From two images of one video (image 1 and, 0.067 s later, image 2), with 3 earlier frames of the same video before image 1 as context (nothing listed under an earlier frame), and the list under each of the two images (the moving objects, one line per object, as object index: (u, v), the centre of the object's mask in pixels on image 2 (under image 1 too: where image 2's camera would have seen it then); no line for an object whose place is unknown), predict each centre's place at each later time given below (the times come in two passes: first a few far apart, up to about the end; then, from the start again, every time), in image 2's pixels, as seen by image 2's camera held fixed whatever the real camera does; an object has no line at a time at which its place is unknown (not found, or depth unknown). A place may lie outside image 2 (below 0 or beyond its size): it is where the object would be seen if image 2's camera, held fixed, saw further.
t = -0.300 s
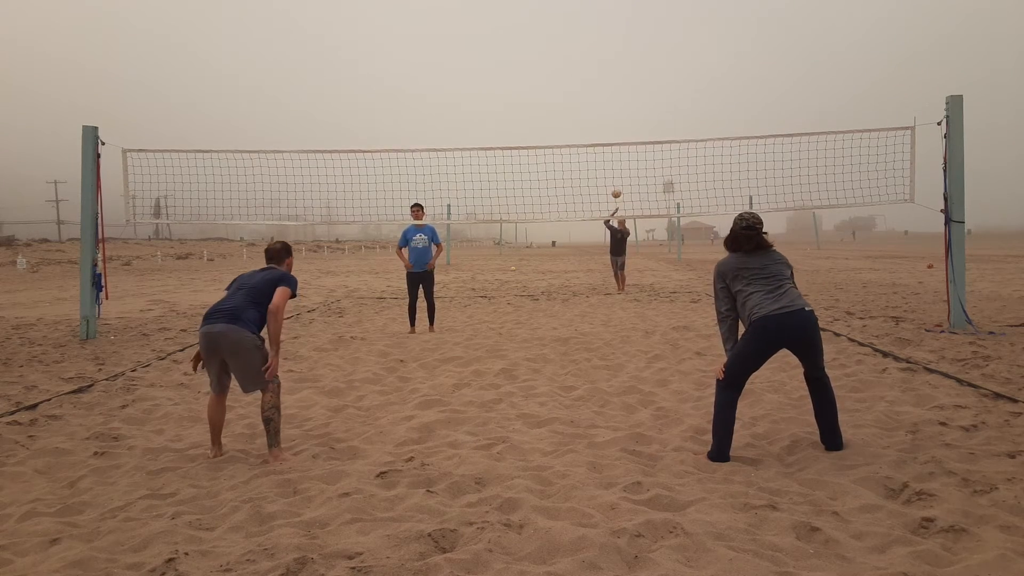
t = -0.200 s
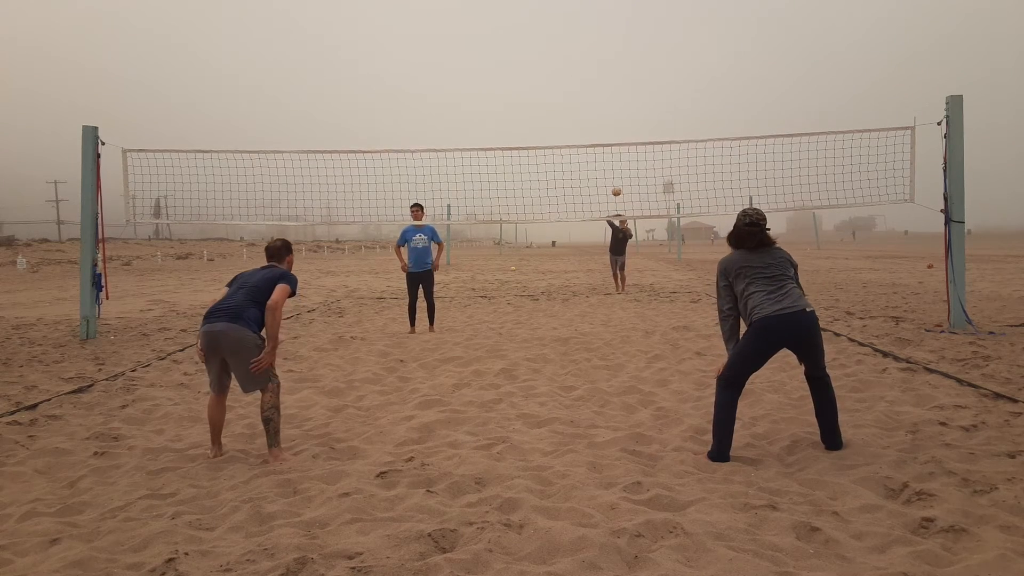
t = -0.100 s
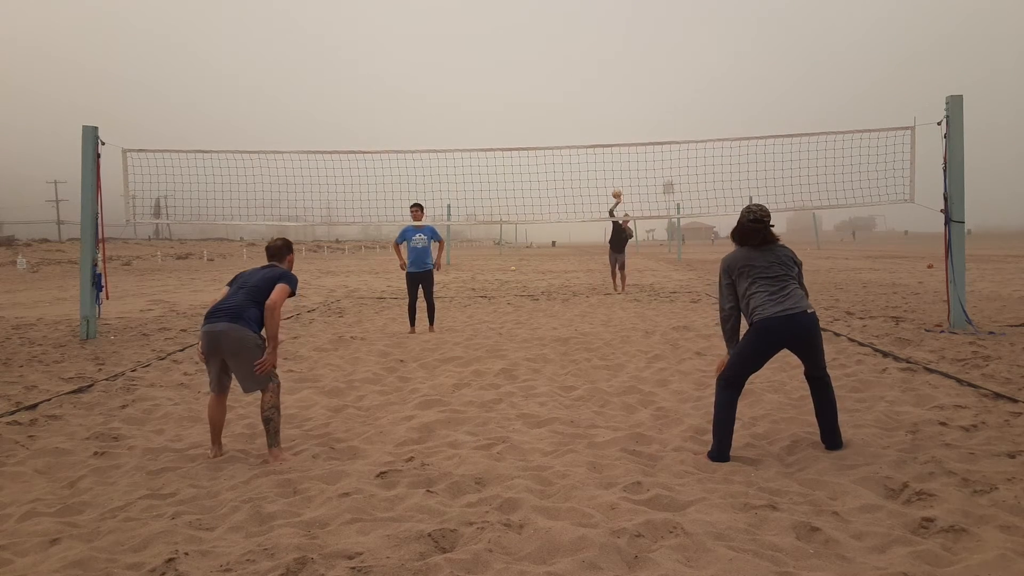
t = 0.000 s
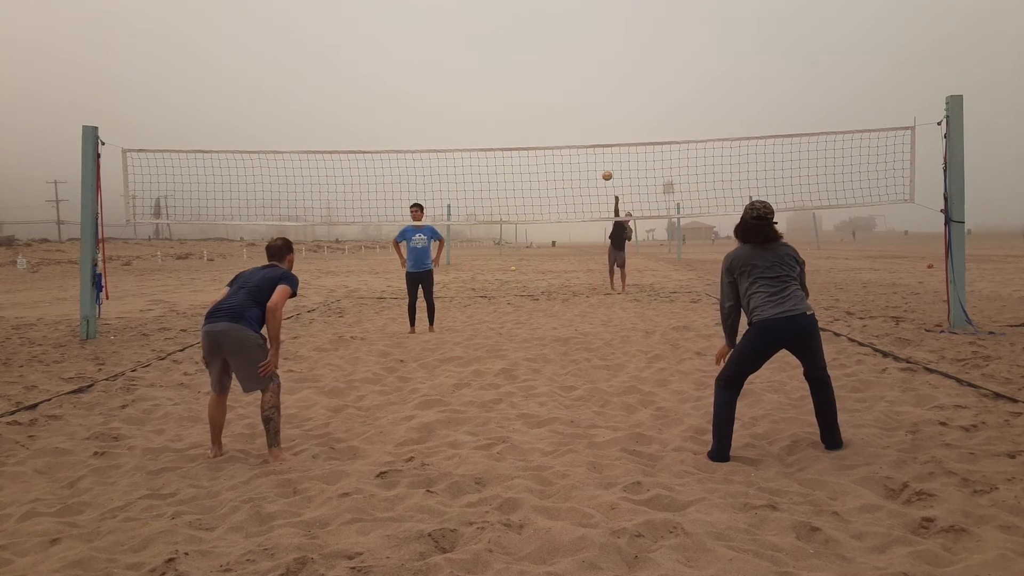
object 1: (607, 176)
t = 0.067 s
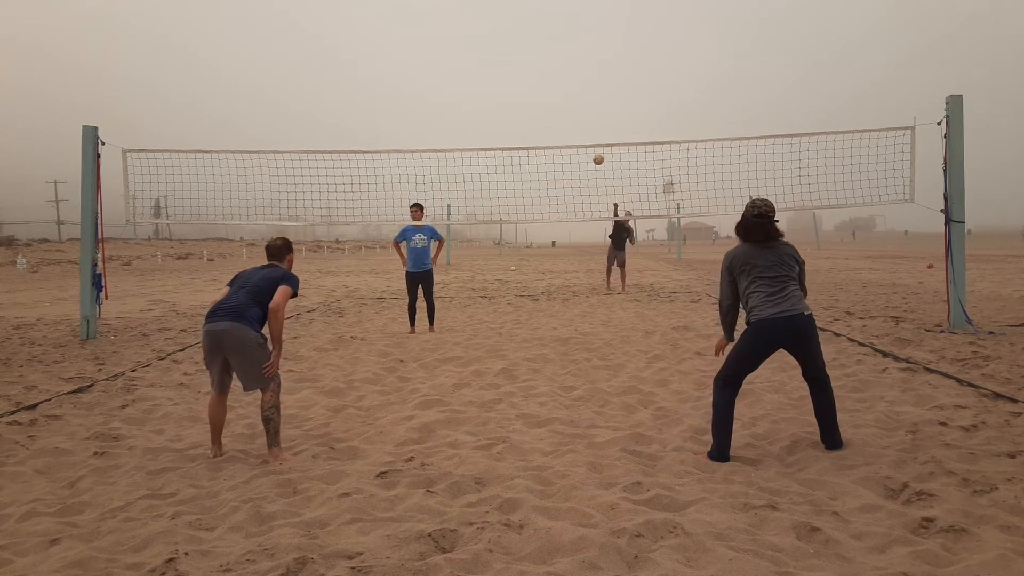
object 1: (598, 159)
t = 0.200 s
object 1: (579, 129)
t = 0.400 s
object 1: (546, 91)
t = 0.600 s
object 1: (504, 68)
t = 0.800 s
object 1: (447, 70)
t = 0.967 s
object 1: (381, 106)
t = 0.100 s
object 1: (593, 152)
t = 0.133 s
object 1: (589, 144)
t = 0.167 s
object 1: (584, 137)
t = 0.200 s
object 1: (579, 129)
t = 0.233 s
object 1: (573, 122)
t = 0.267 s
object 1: (568, 116)
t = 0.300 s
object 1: (562, 109)
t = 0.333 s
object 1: (557, 103)
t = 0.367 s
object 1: (551, 97)
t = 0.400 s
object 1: (546, 91)
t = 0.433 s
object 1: (540, 86)
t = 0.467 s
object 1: (533, 82)
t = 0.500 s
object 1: (526, 78)
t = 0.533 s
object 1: (519, 74)
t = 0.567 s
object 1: (512, 71)
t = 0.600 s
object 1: (504, 68)
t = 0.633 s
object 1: (496, 67)
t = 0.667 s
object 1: (487, 65)
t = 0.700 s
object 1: (478, 65)
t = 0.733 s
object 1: (468, 65)
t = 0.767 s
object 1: (458, 67)
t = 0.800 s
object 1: (447, 70)
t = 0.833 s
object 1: (436, 74)
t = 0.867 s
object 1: (423, 79)
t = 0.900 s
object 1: (410, 86)
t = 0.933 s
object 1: (396, 95)
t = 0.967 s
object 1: (381, 106)
